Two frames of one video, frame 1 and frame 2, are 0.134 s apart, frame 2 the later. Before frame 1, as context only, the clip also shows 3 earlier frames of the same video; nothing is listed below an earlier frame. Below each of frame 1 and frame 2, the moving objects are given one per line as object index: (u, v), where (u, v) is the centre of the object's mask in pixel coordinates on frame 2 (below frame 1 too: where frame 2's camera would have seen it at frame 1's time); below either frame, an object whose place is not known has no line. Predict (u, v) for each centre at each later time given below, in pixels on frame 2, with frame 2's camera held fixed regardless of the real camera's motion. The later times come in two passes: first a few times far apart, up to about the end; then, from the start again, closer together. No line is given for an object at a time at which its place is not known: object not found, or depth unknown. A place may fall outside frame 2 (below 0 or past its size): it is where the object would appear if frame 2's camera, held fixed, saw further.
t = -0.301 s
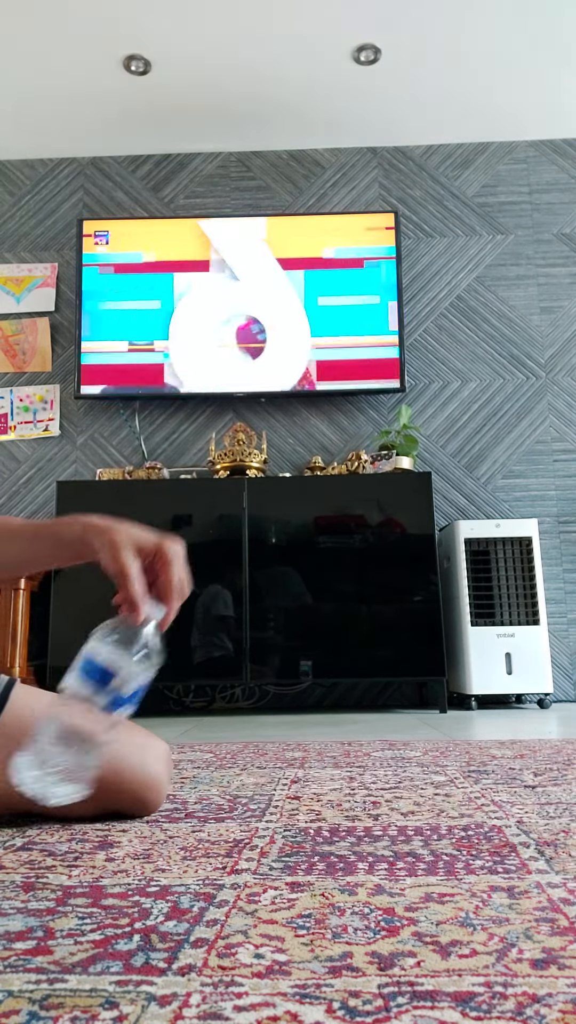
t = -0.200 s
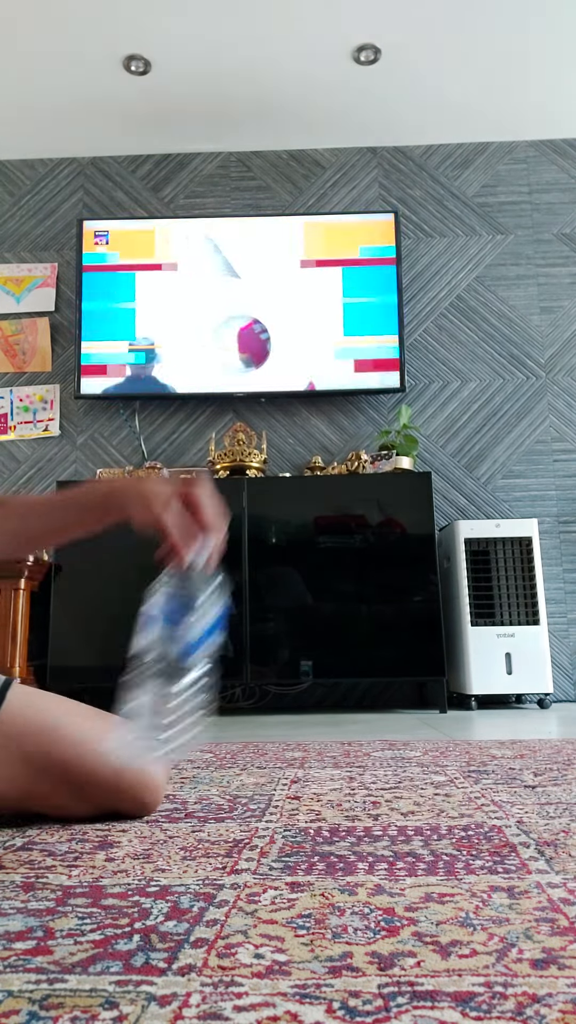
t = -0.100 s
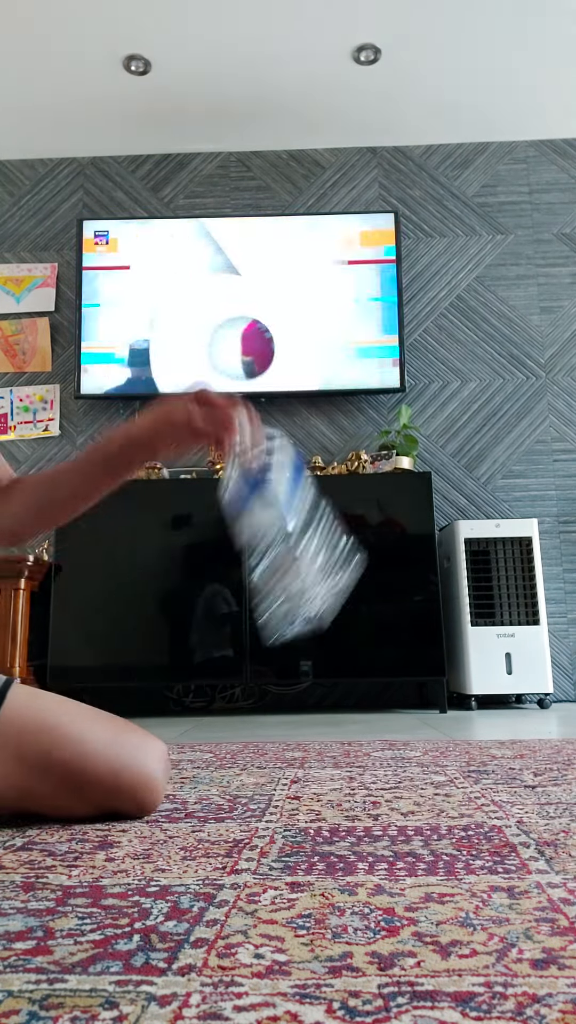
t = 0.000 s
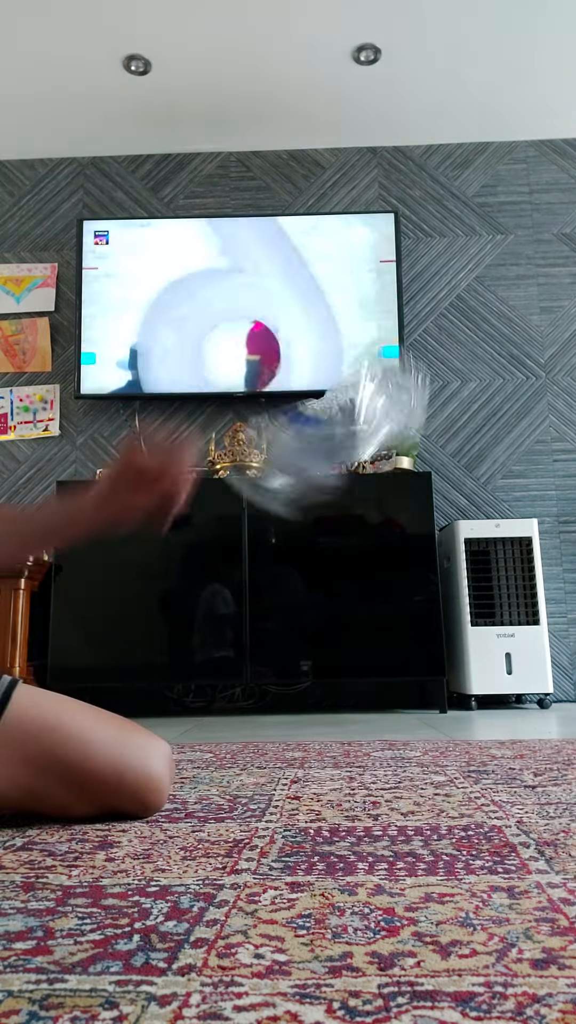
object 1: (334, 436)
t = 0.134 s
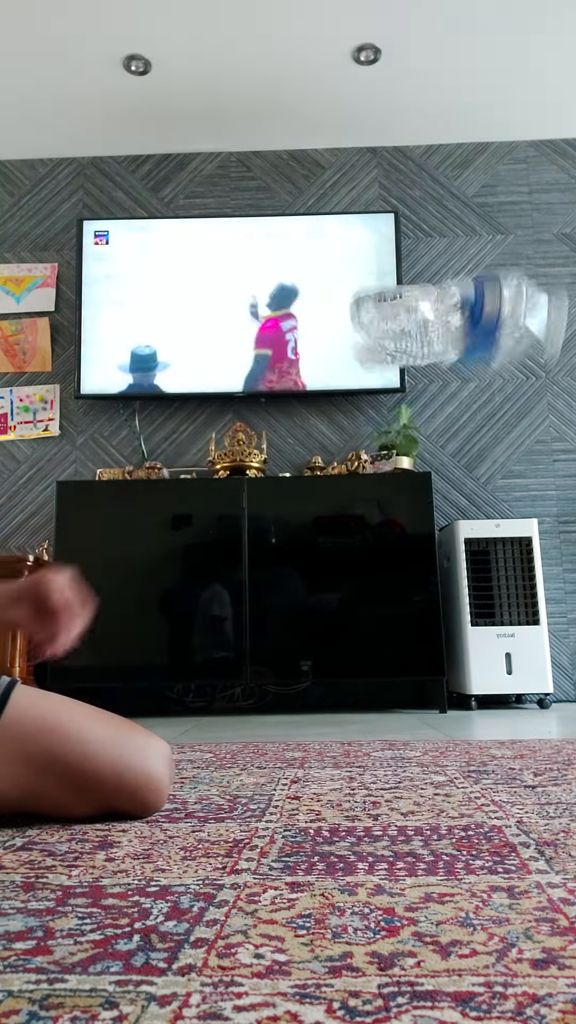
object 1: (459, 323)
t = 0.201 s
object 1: (456, 336)
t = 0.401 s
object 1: (518, 717)
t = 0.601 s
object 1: (482, 760)
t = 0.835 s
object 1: (419, 822)
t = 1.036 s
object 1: (418, 822)
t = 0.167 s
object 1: (456, 318)
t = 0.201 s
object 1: (456, 336)
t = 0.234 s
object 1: (461, 366)
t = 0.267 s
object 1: (468, 408)
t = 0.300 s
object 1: (476, 463)
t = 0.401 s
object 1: (518, 717)
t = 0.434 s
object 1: (519, 752)
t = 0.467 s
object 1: (512, 752)
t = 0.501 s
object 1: (506, 755)
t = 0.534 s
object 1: (499, 755)
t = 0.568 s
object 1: (492, 757)
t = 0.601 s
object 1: (482, 760)
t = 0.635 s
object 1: (473, 764)
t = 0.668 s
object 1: (462, 769)
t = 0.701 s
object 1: (450, 777)
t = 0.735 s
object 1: (431, 791)
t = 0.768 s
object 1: (424, 820)
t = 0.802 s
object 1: (419, 821)
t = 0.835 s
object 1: (419, 822)
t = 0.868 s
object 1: (418, 822)
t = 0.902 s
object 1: (418, 822)
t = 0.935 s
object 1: (418, 822)
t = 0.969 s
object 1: (418, 822)
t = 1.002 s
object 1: (418, 822)
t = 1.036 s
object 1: (418, 822)
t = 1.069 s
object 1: (418, 822)
